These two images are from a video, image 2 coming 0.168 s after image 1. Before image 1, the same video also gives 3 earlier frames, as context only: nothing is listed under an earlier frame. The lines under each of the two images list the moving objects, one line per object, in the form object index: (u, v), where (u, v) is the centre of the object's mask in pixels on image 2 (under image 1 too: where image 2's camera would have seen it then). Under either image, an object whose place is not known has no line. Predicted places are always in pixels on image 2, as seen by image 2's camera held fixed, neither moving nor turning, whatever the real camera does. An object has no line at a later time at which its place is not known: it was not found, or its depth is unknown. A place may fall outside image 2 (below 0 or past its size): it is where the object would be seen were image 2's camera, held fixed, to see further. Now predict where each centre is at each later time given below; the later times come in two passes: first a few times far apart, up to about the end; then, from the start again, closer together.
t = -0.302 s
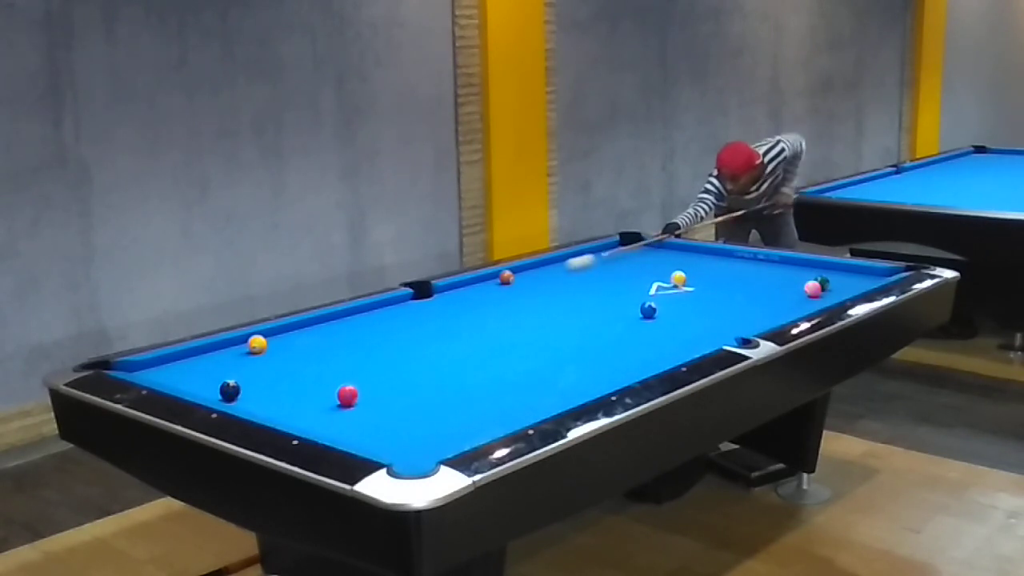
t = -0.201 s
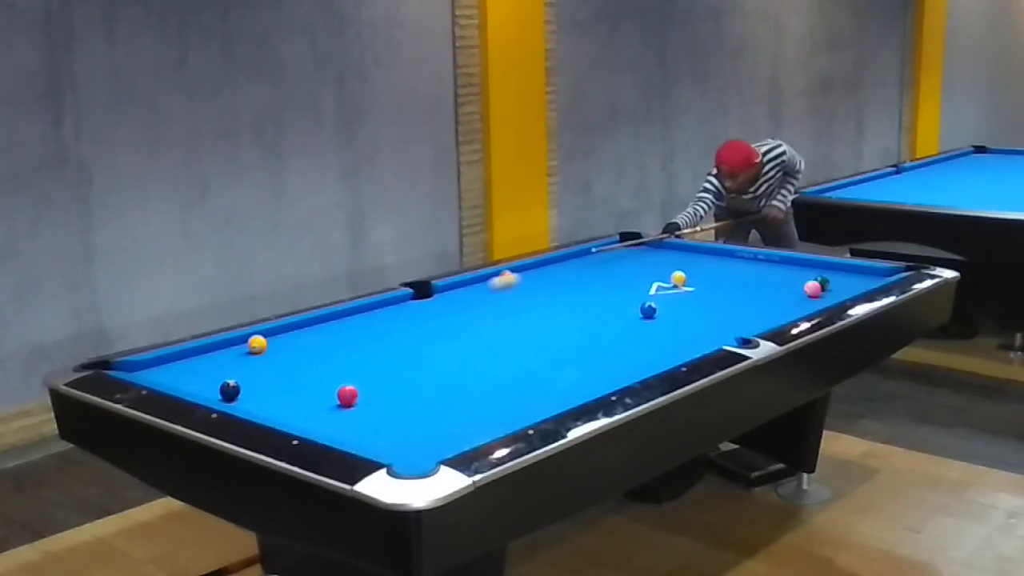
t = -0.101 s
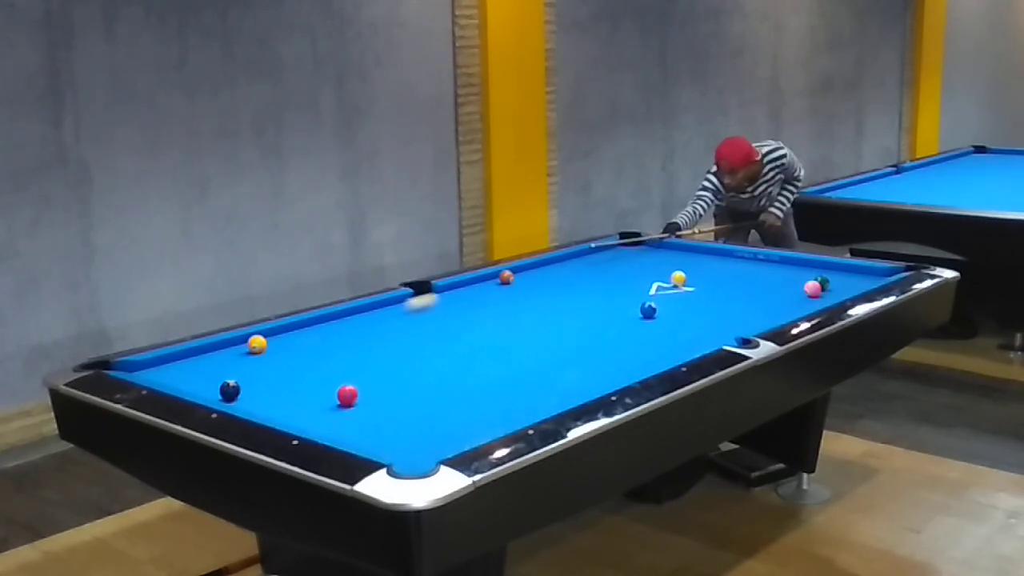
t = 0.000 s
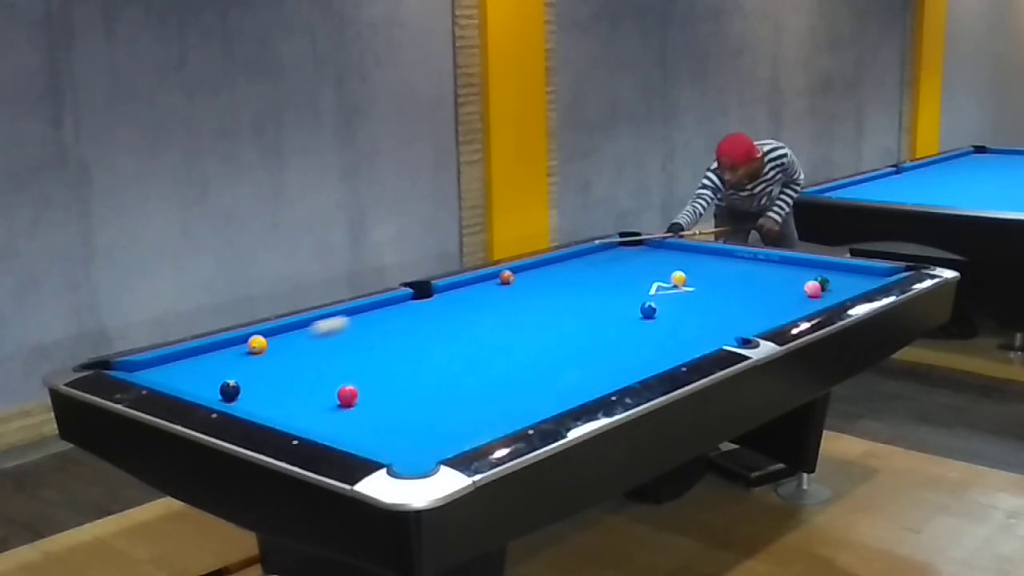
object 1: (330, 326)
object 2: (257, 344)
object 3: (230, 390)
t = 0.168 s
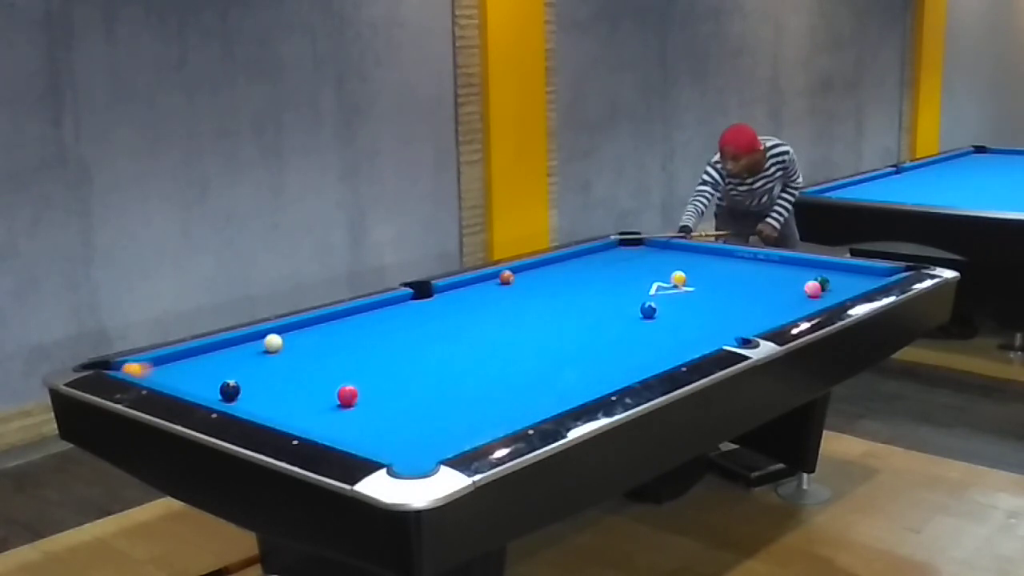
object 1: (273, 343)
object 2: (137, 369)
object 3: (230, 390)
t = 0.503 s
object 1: (219, 364)
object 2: (204, 385)
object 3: (230, 390)
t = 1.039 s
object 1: (211, 366)
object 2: (257, 385)
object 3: (304, 408)
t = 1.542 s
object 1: (269, 347)
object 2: (293, 384)
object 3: (376, 426)
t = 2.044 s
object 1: (317, 331)
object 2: (322, 383)
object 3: (448, 441)
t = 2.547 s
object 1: (356, 318)
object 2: (341, 380)
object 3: (425, 435)
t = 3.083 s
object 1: (389, 307)
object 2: (358, 381)
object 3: (397, 425)
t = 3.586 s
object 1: (414, 298)
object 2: (364, 382)
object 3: (375, 419)
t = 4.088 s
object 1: (435, 290)
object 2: (364, 382)
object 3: (358, 414)
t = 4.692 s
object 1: (452, 289)
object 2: (365, 383)
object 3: (344, 410)
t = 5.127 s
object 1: (460, 290)
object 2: (365, 383)
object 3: (336, 409)
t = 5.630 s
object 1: (464, 291)
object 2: (365, 382)
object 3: (332, 408)
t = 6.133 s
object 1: (465, 291)
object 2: (365, 383)
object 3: (333, 408)
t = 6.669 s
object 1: (465, 291)
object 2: (365, 383)
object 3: (333, 408)
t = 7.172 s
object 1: (465, 291)
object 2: (365, 383)
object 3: (333, 408)
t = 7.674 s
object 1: (465, 291)
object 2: (365, 383)
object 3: (333, 408)
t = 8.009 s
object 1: (465, 291)
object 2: (365, 383)
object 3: (333, 408)
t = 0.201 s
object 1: (271, 344)
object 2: (135, 366)
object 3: (229, 390)
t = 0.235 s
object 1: (269, 346)
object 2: (139, 369)
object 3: (229, 390)
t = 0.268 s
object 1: (266, 347)
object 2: (144, 372)
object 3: (229, 390)
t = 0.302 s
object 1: (261, 349)
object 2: (151, 375)
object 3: (229, 390)
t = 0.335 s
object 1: (256, 351)
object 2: (161, 377)
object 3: (229, 390)
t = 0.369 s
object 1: (251, 353)
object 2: (170, 378)
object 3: (229, 390)
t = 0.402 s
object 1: (244, 355)
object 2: (179, 380)
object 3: (229, 390)
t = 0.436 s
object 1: (236, 358)
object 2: (187, 381)
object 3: (229, 390)
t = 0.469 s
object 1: (228, 361)
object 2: (196, 383)
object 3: (230, 390)
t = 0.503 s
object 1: (219, 364)
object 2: (204, 385)
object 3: (230, 390)
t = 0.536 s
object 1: (210, 367)
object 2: (211, 386)
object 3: (230, 390)
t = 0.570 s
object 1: (200, 370)
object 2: (217, 386)
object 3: (233, 391)
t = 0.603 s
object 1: (190, 373)
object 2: (220, 386)
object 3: (239, 393)
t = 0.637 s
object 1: (181, 376)
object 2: (223, 386)
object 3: (246, 394)
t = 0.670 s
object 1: (172, 378)
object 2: (225, 386)
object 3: (251, 396)
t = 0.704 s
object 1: (165, 379)
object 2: (229, 386)
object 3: (256, 397)
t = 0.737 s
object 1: (170, 378)
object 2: (231, 386)
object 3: (261, 398)
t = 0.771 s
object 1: (175, 378)
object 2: (234, 386)
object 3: (265, 399)
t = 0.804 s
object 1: (180, 376)
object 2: (237, 386)
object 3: (270, 400)
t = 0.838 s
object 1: (185, 375)
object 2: (240, 386)
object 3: (275, 401)
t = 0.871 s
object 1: (189, 374)
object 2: (243, 386)
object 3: (280, 402)
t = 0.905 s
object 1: (194, 372)
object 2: (246, 386)
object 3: (285, 404)
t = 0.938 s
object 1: (198, 371)
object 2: (249, 386)
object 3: (289, 405)
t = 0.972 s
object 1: (202, 369)
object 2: (251, 385)
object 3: (294, 406)
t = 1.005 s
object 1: (207, 368)
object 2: (254, 385)
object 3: (299, 407)
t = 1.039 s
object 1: (211, 366)
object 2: (257, 385)
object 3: (304, 408)
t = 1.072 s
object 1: (215, 365)
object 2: (259, 385)
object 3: (308, 410)
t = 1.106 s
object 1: (219, 364)
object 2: (262, 385)
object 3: (313, 411)
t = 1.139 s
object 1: (224, 362)
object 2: (265, 385)
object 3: (318, 412)
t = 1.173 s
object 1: (228, 361)
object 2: (267, 385)
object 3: (322, 413)
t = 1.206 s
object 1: (232, 359)
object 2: (270, 385)
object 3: (328, 414)
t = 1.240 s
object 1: (236, 358)
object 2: (272, 385)
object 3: (332, 415)
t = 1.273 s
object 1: (239, 357)
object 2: (275, 385)
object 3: (337, 417)
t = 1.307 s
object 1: (243, 356)
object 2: (277, 385)
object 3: (342, 418)
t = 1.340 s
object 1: (247, 354)
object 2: (280, 385)
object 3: (347, 419)
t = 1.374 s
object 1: (251, 353)
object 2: (282, 385)
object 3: (352, 420)
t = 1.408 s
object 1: (255, 352)
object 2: (284, 385)
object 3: (356, 422)
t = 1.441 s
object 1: (258, 351)
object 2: (287, 385)
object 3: (361, 423)
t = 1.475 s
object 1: (262, 349)
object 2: (289, 385)
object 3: (366, 424)
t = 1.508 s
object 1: (266, 348)
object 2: (291, 384)
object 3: (371, 425)
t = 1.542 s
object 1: (269, 347)
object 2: (293, 384)
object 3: (376, 426)
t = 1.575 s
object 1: (272, 346)
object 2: (295, 384)
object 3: (381, 428)
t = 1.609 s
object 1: (276, 345)
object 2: (298, 384)
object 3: (386, 429)
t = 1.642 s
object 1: (279, 344)
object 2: (299, 384)
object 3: (390, 430)
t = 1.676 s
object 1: (283, 343)
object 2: (302, 384)
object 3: (395, 431)
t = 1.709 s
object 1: (286, 342)
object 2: (303, 384)
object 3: (400, 432)
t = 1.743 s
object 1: (289, 340)
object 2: (305, 384)
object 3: (405, 434)
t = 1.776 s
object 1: (292, 339)
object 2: (307, 384)
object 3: (410, 435)
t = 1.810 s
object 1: (296, 338)
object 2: (309, 384)
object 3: (415, 436)
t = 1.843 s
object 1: (299, 337)
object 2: (311, 384)
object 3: (419, 438)
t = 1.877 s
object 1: (302, 336)
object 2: (313, 384)
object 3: (424, 438)
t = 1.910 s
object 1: (305, 335)
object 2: (315, 384)
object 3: (429, 439)
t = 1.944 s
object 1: (308, 334)
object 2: (316, 384)
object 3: (434, 441)
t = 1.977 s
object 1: (311, 333)
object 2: (318, 383)
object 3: (439, 441)
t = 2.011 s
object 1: (314, 332)
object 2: (320, 383)
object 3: (444, 441)
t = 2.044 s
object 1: (317, 331)
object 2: (322, 383)
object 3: (448, 441)
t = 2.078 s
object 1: (319, 330)
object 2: (323, 383)
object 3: (452, 441)
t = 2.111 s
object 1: (322, 329)
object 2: (325, 383)
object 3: (452, 440)
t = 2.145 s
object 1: (325, 328)
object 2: (326, 383)
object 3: (450, 440)
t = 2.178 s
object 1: (328, 328)
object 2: (328, 383)
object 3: (448, 441)
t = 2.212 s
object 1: (330, 327)
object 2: (329, 383)
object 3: (446, 440)
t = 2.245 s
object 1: (333, 326)
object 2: (331, 383)
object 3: (444, 440)
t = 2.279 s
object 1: (336, 325)
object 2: (332, 382)
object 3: (442, 440)
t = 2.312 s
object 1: (338, 324)
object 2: (333, 382)
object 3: (440, 440)
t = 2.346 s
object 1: (341, 323)
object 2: (334, 382)
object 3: (438, 440)
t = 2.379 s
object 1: (343, 322)
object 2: (336, 382)
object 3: (436, 439)
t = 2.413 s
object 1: (346, 321)
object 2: (337, 381)
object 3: (433, 438)
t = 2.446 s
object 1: (348, 321)
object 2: (338, 381)
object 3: (431, 437)
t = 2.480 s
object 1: (351, 320)
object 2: (339, 381)
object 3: (429, 436)
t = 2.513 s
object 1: (353, 319)
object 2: (340, 381)
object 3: (427, 436)
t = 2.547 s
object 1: (356, 318)
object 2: (341, 380)
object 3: (425, 435)
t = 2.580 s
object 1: (358, 317)
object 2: (343, 380)
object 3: (423, 435)
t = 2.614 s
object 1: (360, 317)
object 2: (344, 380)
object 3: (421, 434)
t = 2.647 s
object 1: (363, 316)
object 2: (345, 379)
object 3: (419, 433)
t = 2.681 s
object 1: (365, 315)
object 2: (347, 380)
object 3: (418, 433)
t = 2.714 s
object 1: (367, 314)
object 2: (348, 379)
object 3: (416, 432)
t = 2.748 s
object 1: (369, 314)
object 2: (349, 380)
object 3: (414, 431)
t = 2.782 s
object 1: (371, 313)
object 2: (350, 380)
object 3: (412, 431)
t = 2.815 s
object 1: (373, 312)
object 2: (351, 380)
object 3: (410, 430)
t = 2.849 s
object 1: (376, 311)
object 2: (353, 380)
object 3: (409, 429)
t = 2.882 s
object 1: (378, 311)
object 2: (354, 380)
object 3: (407, 429)
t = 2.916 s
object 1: (380, 310)
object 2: (355, 380)
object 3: (405, 428)
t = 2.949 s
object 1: (382, 309)
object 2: (355, 381)
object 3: (403, 427)
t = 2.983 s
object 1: (384, 309)
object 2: (356, 381)
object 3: (402, 427)
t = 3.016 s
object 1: (386, 308)
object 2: (357, 381)
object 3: (400, 426)
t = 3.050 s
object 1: (387, 307)
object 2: (358, 381)
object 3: (398, 426)
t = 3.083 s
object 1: (389, 307)
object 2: (358, 381)
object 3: (397, 425)
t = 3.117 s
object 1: (391, 306)
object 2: (359, 381)
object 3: (396, 425)
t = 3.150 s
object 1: (393, 306)
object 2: (360, 381)
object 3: (394, 425)
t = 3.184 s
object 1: (395, 305)
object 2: (360, 382)
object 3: (392, 424)
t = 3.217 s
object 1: (397, 304)
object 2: (360, 382)
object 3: (391, 423)
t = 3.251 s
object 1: (398, 303)
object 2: (361, 382)
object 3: (389, 422)
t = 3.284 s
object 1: (400, 303)
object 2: (361, 382)
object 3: (388, 422)
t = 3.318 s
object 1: (402, 302)
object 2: (361, 382)
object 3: (386, 422)
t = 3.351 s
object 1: (403, 302)
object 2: (362, 382)
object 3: (385, 421)
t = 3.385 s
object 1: (405, 301)
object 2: (362, 382)
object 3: (383, 421)
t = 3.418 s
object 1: (407, 300)
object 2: (363, 382)
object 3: (382, 420)
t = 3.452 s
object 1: (408, 300)
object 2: (363, 382)
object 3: (380, 420)
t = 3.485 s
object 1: (410, 299)
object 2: (363, 382)
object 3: (379, 420)
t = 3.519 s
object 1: (411, 299)
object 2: (363, 382)
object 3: (377, 419)
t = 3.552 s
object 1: (413, 298)
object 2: (364, 382)
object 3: (376, 419)
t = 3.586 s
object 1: (414, 298)
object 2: (364, 382)
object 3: (375, 419)
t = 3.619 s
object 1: (416, 297)
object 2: (364, 382)
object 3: (374, 418)
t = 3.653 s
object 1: (418, 296)
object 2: (364, 382)
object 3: (372, 418)
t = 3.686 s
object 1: (419, 296)
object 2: (364, 382)
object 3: (371, 417)
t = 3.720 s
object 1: (420, 296)
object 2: (365, 382)
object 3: (370, 417)
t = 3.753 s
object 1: (422, 295)
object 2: (365, 382)
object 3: (369, 417)
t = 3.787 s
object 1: (423, 295)
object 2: (365, 382)
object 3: (368, 417)
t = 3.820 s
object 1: (425, 294)
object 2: (365, 382)
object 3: (367, 416)
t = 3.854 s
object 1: (426, 294)
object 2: (365, 382)
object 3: (365, 416)
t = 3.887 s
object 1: (427, 293)
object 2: (365, 382)
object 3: (364, 415)
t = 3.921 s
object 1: (429, 293)
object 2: (365, 382)
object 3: (363, 415)
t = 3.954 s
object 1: (430, 292)
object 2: (365, 382)
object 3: (362, 415)
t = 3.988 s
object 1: (432, 292)
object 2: (365, 382)
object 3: (361, 415)
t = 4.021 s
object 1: (433, 291)
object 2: (365, 382)
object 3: (360, 415)
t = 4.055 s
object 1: (434, 291)
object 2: (364, 382)
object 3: (359, 414)
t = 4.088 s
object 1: (435, 290)
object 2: (364, 382)
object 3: (358, 414)
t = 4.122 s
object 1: (436, 290)
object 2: (364, 382)
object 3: (357, 414)
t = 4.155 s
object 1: (438, 289)
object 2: (364, 382)
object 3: (356, 414)
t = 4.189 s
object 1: (439, 289)
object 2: (364, 382)
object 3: (355, 413)
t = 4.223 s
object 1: (440, 288)
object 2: (365, 382)
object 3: (355, 413)
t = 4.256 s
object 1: (441, 288)
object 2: (365, 382)
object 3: (354, 413)
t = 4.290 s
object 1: (441, 288)
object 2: (364, 383)
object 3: (353, 413)
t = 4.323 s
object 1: (442, 288)
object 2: (365, 382)
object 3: (352, 413)
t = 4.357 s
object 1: (444, 289)
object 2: (364, 382)
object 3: (351, 412)
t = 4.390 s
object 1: (444, 289)
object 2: (365, 383)
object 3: (350, 412)
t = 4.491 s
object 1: (447, 289)
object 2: (364, 383)
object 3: (348, 412)
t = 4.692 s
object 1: (452, 289)
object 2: (365, 383)
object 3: (344, 410)
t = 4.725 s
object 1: (452, 290)
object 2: (365, 383)
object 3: (343, 410)
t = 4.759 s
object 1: (454, 290)
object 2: (364, 383)
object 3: (342, 410)
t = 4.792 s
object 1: (454, 290)
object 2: (364, 383)
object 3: (342, 410)
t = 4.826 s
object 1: (455, 290)
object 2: (364, 383)
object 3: (341, 409)
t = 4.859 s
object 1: (455, 290)
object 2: (364, 383)
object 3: (340, 409)
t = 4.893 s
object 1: (456, 290)
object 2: (365, 383)
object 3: (339, 409)
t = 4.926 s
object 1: (457, 290)
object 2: (365, 383)
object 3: (339, 409)
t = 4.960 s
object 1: (457, 290)
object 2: (365, 383)
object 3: (338, 409)
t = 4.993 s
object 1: (458, 290)
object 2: (365, 383)
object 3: (338, 409)
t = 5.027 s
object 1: (458, 290)
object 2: (365, 383)
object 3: (337, 409)
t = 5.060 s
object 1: (459, 290)
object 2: (365, 383)
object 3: (337, 409)
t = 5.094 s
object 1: (459, 290)
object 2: (365, 383)
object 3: (336, 409)
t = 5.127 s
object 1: (460, 290)
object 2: (365, 383)
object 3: (336, 409)
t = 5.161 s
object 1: (461, 290)
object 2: (365, 382)
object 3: (336, 409)
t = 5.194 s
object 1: (461, 290)
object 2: (365, 382)
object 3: (335, 408)
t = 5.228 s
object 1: (461, 290)
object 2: (365, 382)
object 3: (335, 408)
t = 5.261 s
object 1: (462, 291)
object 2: (365, 382)
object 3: (334, 408)
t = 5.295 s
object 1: (462, 291)
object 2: (365, 382)
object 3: (334, 408)
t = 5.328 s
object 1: (462, 291)
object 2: (365, 382)
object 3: (334, 408)
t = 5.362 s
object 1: (463, 291)
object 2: (365, 382)
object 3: (333, 408)
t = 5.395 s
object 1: (463, 291)
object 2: (365, 382)
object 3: (333, 408)
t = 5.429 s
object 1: (463, 291)
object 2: (365, 382)
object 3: (333, 408)
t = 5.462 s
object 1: (463, 291)
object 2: (365, 382)
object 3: (333, 408)
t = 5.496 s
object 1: (464, 291)
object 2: (365, 382)
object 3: (333, 408)
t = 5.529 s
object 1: (464, 291)
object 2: (365, 382)
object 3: (333, 408)
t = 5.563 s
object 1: (464, 291)
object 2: (365, 382)
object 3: (333, 408)
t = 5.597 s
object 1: (464, 291)
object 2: (365, 382)
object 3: (332, 408)
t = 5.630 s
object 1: (464, 291)
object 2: (365, 382)
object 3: (332, 408)
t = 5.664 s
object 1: (465, 291)
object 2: (365, 382)
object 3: (333, 408)
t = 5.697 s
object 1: (465, 291)
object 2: (365, 382)
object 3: (333, 408)
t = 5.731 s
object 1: (465, 291)
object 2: (365, 382)
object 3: (332, 408)
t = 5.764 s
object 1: (465, 291)
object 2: (365, 383)
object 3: (333, 408)
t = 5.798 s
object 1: (465, 291)
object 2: (365, 383)
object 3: (333, 408)
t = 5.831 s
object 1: (465, 291)
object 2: (365, 383)
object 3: (333, 408)
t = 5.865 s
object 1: (465, 291)
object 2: (365, 383)
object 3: (333, 408)
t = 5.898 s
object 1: (465, 291)
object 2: (365, 383)
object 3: (333, 408)
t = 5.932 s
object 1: (465, 291)
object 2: (365, 383)
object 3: (332, 408)
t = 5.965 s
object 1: (465, 291)
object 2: (365, 383)
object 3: (333, 408)
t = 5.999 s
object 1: (465, 291)
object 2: (365, 383)
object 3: (333, 408)
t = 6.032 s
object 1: (465, 291)
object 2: (365, 383)
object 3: (333, 408)
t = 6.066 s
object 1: (465, 291)
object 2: (365, 383)
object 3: (332, 408)
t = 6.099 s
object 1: (465, 291)
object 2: (365, 383)
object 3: (333, 408)
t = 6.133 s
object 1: (465, 291)
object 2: (365, 383)
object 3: (333, 408)
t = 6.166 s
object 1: (465, 291)
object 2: (365, 383)
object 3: (333, 408)
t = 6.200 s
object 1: (465, 291)
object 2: (365, 382)
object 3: (333, 408)
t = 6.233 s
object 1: (465, 291)
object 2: (365, 382)
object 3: (333, 408)
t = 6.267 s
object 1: (465, 291)
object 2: (365, 382)
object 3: (333, 408)
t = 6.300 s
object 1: (465, 291)
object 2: (365, 382)
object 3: (333, 408)
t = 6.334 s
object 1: (465, 291)
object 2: (365, 383)
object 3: (333, 408)
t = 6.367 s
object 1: (465, 291)
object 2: (365, 383)
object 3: (333, 408)
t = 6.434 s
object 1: (465, 291)
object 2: (365, 383)
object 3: (333, 408)
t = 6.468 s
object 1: (465, 291)
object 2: (365, 383)
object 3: (333, 408)
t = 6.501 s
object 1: (465, 291)
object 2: (365, 383)
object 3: (333, 408)
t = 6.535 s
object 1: (465, 291)
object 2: (365, 383)
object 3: (333, 408)
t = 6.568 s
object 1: (465, 291)
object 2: (365, 383)
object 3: (333, 408)
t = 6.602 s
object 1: (465, 291)
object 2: (365, 383)
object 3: (333, 408)
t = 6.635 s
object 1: (465, 291)
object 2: (365, 383)
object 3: (333, 408)
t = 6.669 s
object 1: (465, 291)
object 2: (365, 383)
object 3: (333, 408)
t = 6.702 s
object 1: (465, 291)
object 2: (365, 383)
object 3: (333, 408)
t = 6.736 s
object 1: (465, 291)
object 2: (365, 383)
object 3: (333, 408)
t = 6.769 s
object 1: (465, 291)
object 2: (365, 383)
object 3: (333, 408)
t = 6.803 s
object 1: (465, 291)
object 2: (365, 383)
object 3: (333, 408)
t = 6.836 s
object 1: (465, 291)
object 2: (365, 383)
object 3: (333, 408)
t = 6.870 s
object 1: (465, 291)
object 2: (365, 383)
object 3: (333, 408)
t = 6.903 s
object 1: (465, 291)
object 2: (365, 383)
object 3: (333, 408)
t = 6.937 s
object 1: (465, 291)
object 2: (365, 383)
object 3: (333, 408)
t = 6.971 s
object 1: (465, 291)
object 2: (365, 383)
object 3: (333, 408)
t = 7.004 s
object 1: (465, 291)
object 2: (365, 383)
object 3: (333, 408)
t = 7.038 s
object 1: (465, 291)
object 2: (365, 383)
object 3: (333, 408)
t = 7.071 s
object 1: (465, 291)
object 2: (365, 383)
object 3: (333, 408)
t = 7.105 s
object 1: (465, 291)
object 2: (365, 383)
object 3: (333, 408)
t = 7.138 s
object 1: (465, 291)
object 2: (365, 383)
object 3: (333, 408)
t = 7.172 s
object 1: (465, 291)
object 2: (365, 383)
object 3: (333, 408)
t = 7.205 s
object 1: (465, 291)
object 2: (365, 383)
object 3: (333, 408)
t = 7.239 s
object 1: (465, 291)
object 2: (365, 383)
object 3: (333, 408)
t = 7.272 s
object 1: (465, 291)
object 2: (365, 383)
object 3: (333, 408)
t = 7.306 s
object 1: (465, 291)
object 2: (365, 383)
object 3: (333, 408)
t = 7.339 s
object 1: (465, 291)
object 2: (365, 383)
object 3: (333, 408)
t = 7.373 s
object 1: (465, 291)
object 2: (365, 383)
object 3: (333, 408)
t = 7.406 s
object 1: (465, 291)
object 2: (365, 383)
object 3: (333, 408)
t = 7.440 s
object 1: (465, 291)
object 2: (365, 383)
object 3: (333, 408)
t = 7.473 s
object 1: (465, 291)
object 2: (365, 383)
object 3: (333, 408)
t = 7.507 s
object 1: (465, 291)
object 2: (365, 383)
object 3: (333, 408)
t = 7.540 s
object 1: (465, 291)
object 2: (365, 383)
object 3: (333, 408)
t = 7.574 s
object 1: (465, 291)
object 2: (365, 383)
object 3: (333, 408)
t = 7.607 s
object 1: (465, 291)
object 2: (365, 383)
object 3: (333, 408)
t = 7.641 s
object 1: (465, 291)
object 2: (365, 383)
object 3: (333, 408)
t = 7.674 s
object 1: (465, 291)
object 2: (365, 383)
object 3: (333, 408)
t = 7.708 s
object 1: (465, 291)
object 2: (365, 383)
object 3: (333, 408)
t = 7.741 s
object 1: (465, 291)
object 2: (365, 383)
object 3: (333, 408)
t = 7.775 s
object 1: (465, 291)
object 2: (365, 383)
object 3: (333, 408)
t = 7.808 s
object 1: (465, 291)
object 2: (365, 383)
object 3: (333, 408)
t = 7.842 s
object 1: (465, 291)
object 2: (365, 383)
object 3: (333, 408)
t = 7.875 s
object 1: (465, 291)
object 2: (365, 383)
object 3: (333, 408)
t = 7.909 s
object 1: (465, 291)
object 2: (365, 383)
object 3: (333, 408)
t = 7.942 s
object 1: (465, 291)
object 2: (365, 383)
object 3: (333, 408)
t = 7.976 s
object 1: (465, 291)
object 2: (365, 383)
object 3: (333, 408)
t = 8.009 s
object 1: (465, 291)
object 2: (365, 383)
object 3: (333, 408)
